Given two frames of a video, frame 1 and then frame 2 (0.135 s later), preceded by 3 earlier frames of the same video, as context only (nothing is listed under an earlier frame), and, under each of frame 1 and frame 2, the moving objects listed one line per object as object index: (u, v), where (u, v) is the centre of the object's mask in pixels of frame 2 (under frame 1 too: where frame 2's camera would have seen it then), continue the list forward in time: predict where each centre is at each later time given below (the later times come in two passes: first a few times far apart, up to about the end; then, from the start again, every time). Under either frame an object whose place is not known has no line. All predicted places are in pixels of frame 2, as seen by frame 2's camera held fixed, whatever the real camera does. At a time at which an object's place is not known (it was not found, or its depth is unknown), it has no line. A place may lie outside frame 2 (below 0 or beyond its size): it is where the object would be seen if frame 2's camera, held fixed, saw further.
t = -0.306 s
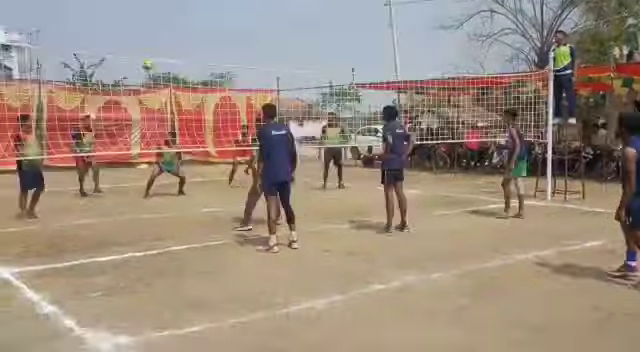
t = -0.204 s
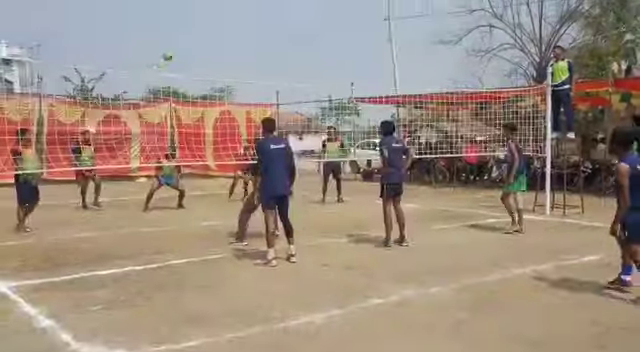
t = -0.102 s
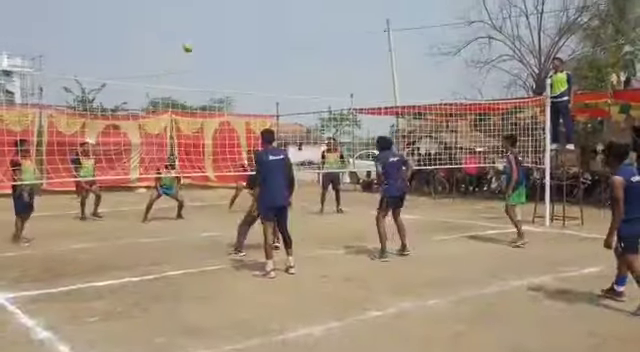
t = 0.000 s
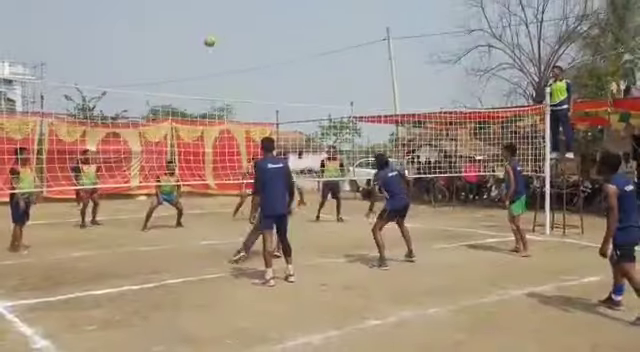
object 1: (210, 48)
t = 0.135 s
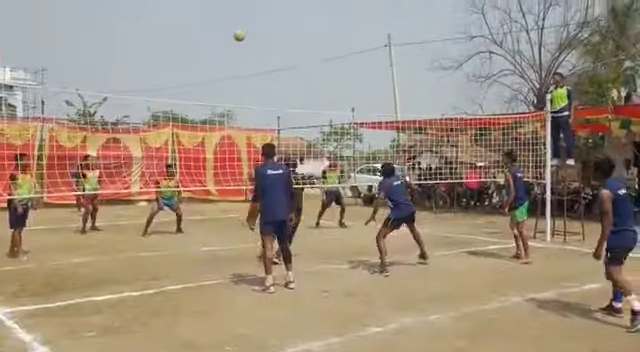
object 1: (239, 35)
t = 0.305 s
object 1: (274, 33)
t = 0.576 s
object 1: (332, 64)
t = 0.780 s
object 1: (378, 114)
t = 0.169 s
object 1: (246, 34)
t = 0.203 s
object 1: (253, 33)
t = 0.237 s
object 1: (260, 33)
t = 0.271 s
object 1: (267, 33)
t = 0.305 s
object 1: (274, 33)
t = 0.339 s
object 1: (282, 35)
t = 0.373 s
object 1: (289, 37)
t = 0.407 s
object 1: (296, 40)
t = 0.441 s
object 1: (303, 44)
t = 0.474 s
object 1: (310, 48)
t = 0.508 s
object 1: (318, 53)
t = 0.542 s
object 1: (326, 58)
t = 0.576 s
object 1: (332, 64)
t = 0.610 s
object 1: (340, 71)
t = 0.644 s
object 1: (347, 79)
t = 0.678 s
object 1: (355, 86)
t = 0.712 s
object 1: (362, 94)
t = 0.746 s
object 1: (370, 104)
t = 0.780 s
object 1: (378, 114)
